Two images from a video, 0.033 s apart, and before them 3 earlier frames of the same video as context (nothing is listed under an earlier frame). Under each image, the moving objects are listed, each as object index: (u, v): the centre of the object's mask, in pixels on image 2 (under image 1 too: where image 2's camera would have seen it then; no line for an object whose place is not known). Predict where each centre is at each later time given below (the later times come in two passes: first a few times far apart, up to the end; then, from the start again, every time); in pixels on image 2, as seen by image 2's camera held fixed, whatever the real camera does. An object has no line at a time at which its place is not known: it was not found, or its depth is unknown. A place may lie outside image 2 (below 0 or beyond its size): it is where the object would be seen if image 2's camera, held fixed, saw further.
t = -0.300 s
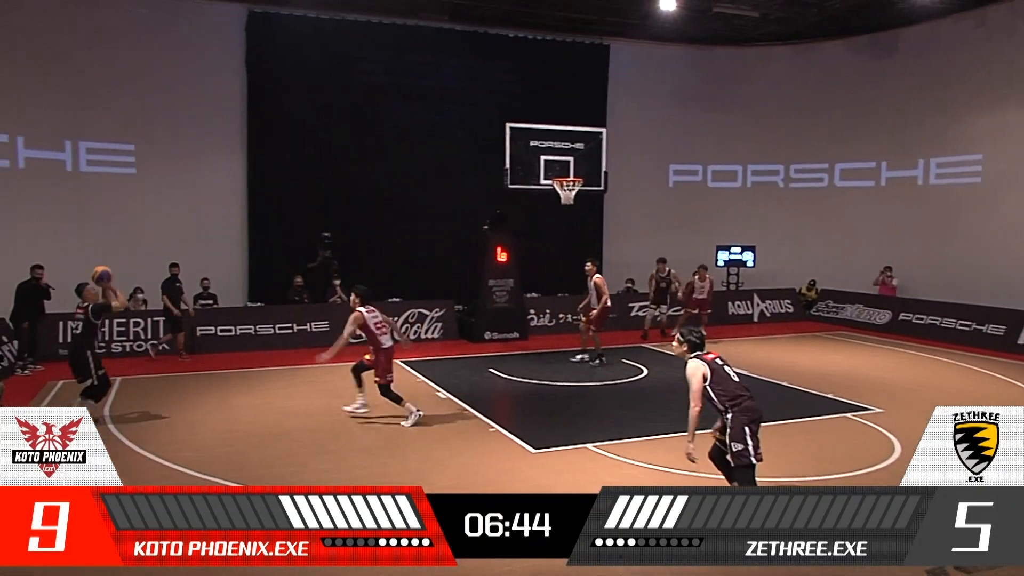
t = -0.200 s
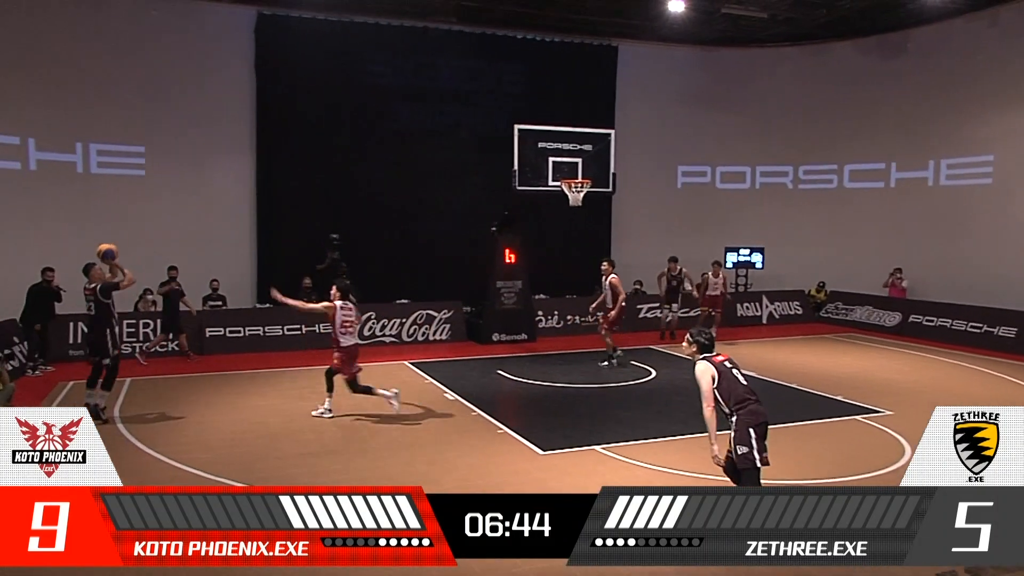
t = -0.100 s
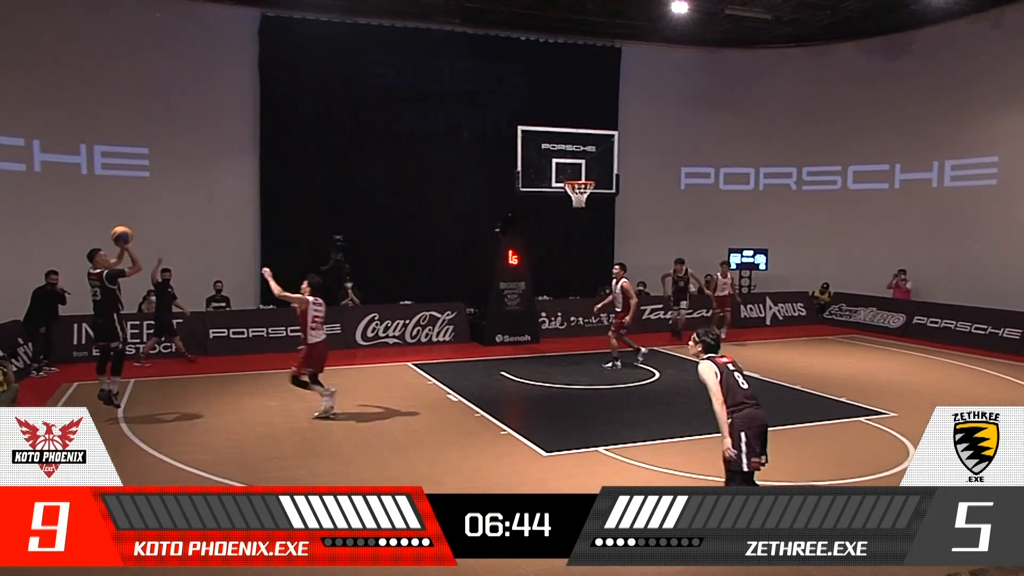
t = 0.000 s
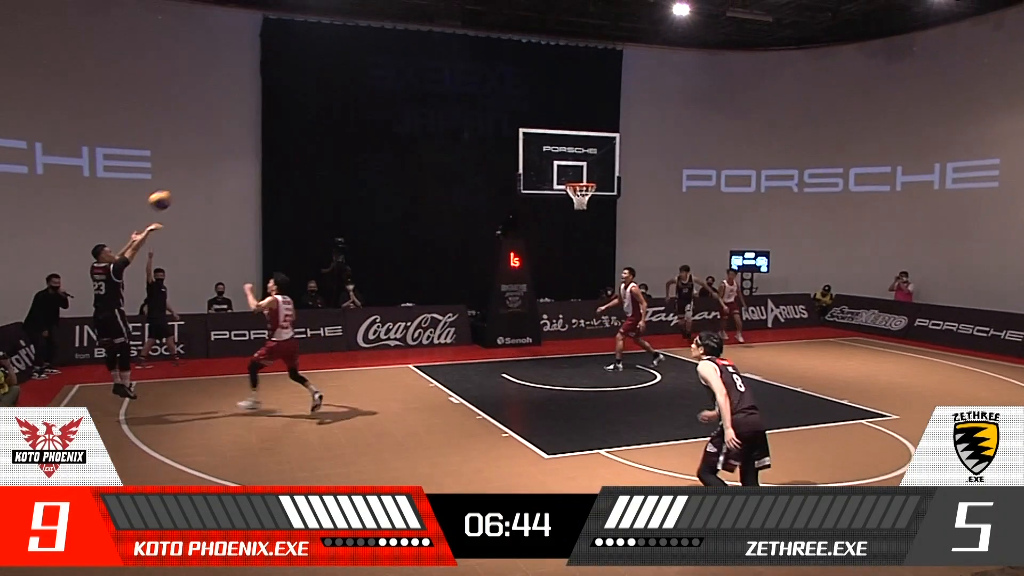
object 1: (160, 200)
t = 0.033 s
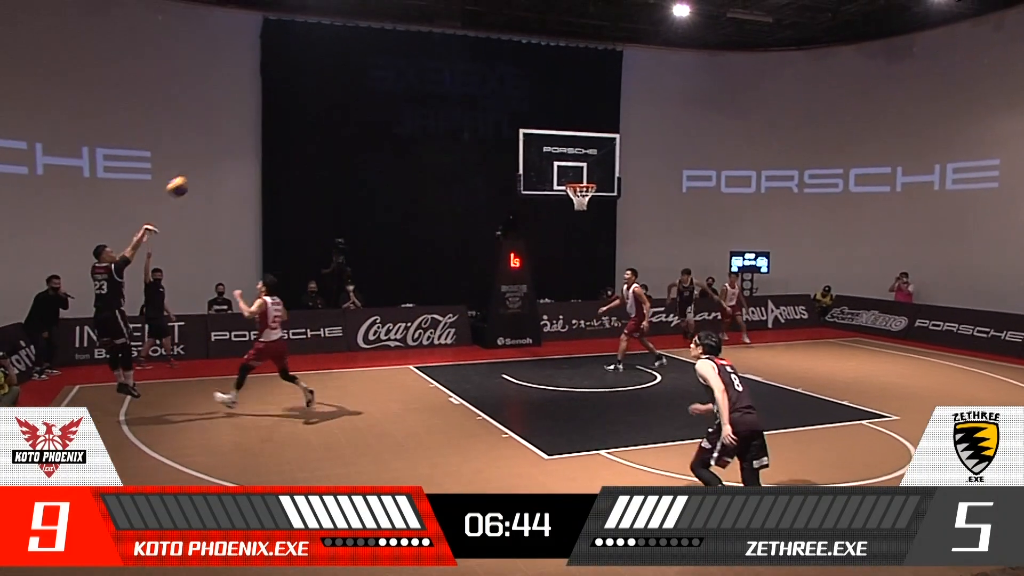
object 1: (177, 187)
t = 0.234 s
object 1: (274, 129)
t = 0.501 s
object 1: (384, 101)
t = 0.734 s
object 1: (467, 116)
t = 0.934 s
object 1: (530, 152)
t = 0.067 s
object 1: (195, 174)
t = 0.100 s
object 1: (212, 163)
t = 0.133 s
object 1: (228, 153)
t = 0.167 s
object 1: (243, 145)
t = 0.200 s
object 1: (259, 136)
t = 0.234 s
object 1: (274, 129)
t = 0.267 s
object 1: (289, 123)
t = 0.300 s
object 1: (303, 118)
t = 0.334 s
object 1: (318, 113)
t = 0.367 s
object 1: (332, 109)
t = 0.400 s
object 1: (345, 106)
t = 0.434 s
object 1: (358, 103)
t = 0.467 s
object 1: (371, 102)
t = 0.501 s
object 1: (384, 101)
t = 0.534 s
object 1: (397, 101)
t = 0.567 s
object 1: (409, 102)
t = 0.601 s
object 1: (422, 103)
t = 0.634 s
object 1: (433, 105)
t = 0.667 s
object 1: (444, 108)
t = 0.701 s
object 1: (456, 112)
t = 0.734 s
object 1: (467, 116)
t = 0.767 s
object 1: (478, 120)
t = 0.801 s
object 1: (489, 126)
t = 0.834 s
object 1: (500, 131)
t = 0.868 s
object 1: (509, 137)
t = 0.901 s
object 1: (520, 144)
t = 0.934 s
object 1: (530, 152)
